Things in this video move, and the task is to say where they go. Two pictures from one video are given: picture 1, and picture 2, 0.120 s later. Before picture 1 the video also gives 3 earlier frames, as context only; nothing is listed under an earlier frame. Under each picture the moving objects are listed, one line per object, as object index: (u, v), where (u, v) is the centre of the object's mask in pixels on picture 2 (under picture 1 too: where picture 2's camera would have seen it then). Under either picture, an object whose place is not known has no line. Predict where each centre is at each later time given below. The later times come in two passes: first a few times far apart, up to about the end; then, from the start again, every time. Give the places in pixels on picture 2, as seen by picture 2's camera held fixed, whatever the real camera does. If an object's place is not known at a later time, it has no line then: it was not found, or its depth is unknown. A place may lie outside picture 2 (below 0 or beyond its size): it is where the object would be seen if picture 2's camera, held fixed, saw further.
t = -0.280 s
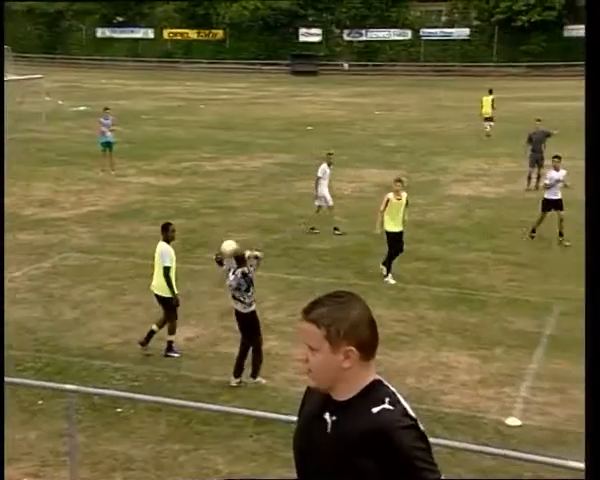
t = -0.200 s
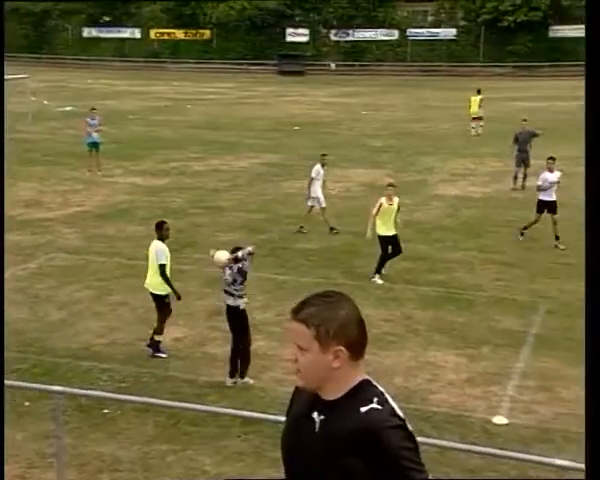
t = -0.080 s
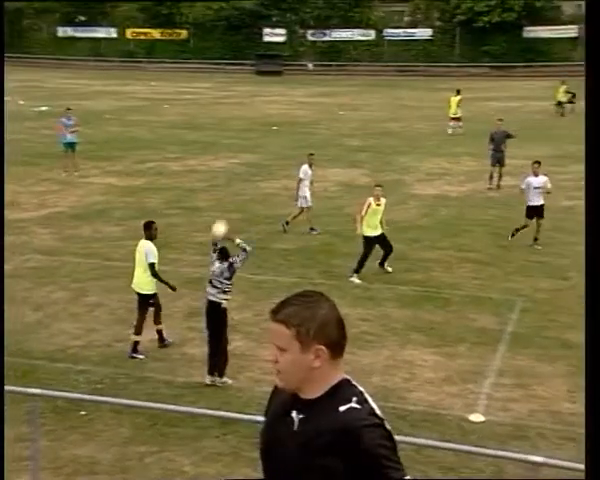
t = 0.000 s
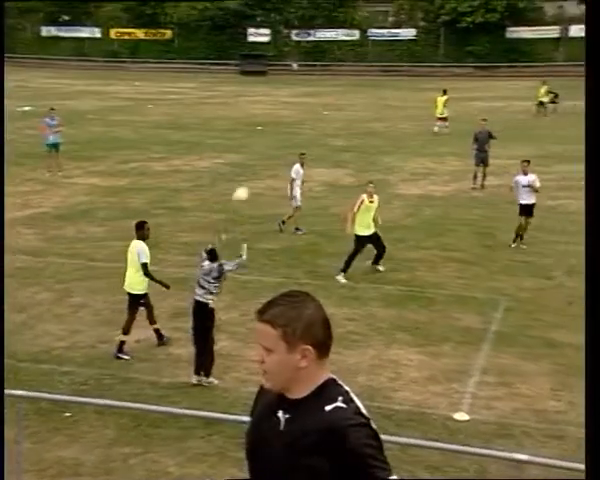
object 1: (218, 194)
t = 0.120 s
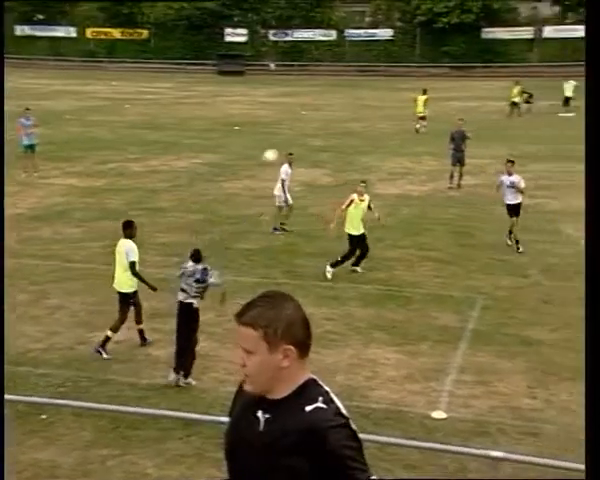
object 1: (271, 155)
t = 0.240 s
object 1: (316, 130)
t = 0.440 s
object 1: (382, 118)
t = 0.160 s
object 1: (286, 145)
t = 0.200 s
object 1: (301, 137)
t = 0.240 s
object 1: (316, 130)
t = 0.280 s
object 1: (330, 126)
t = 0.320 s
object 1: (344, 122)
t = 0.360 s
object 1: (358, 120)
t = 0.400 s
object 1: (370, 118)
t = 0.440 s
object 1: (382, 118)
